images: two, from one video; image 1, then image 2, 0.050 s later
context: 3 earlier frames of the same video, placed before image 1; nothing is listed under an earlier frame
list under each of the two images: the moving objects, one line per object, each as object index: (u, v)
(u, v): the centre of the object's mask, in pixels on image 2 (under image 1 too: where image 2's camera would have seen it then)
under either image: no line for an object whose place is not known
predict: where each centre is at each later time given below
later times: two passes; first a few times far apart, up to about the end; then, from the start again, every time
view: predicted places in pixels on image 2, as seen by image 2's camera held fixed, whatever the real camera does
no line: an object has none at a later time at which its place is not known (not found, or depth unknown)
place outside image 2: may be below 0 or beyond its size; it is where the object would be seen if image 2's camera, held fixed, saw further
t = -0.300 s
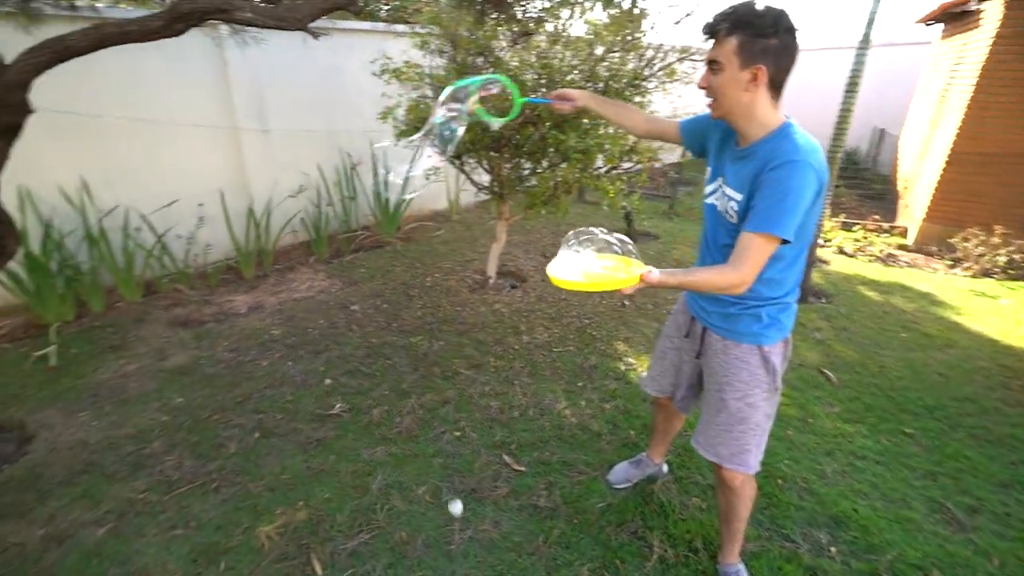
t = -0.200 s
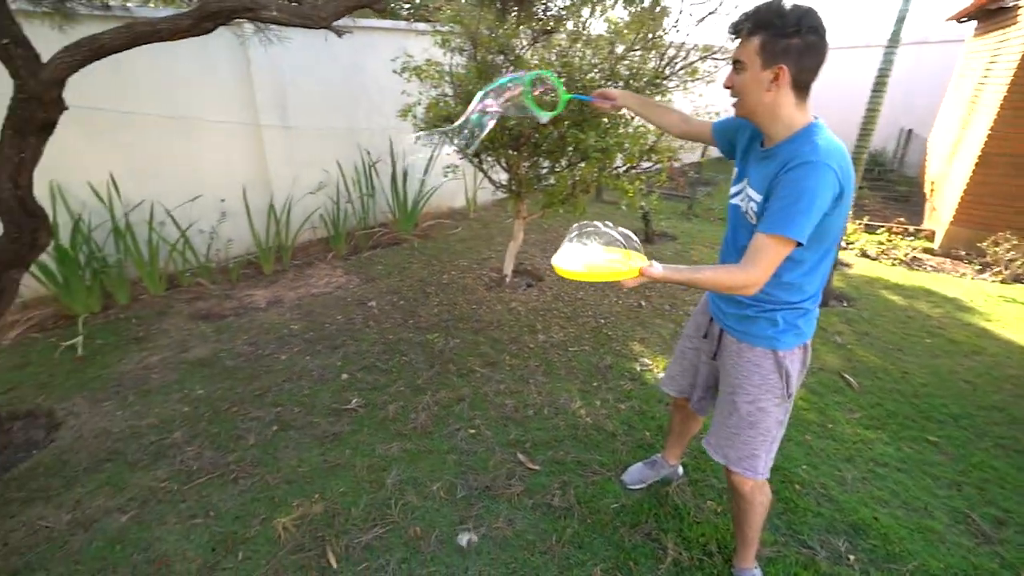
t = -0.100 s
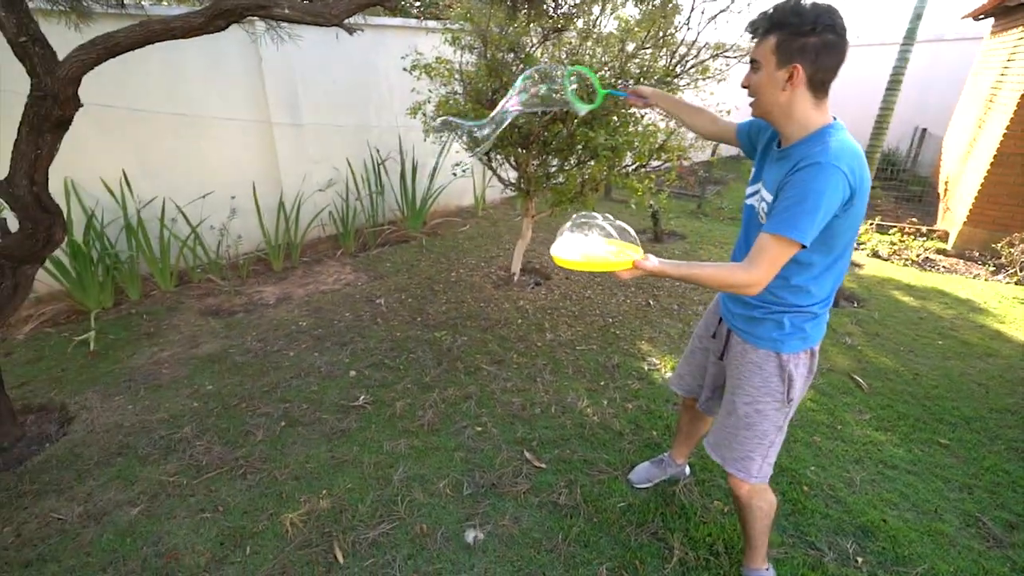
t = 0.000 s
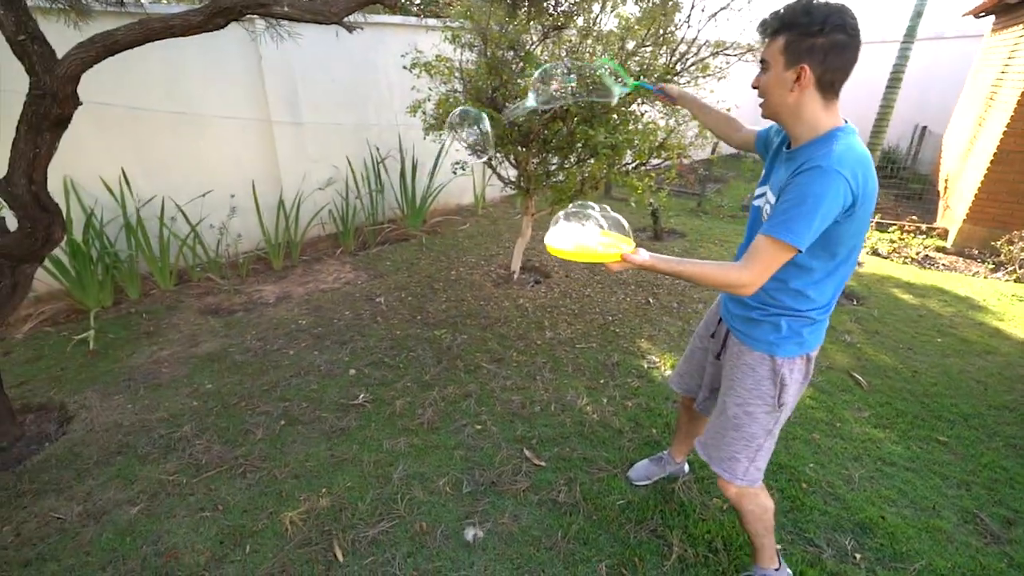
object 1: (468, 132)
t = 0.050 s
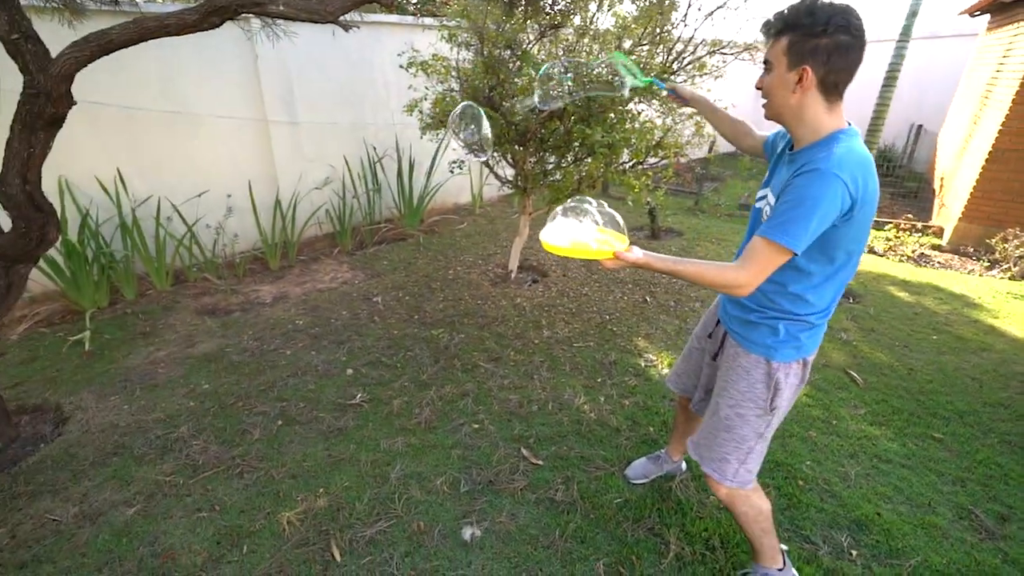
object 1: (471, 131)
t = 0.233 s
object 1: (486, 130)
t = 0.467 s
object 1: (501, 130)
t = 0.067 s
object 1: (473, 130)
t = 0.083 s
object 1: (474, 131)
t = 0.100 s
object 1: (475, 131)
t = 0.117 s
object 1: (476, 131)
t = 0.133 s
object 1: (477, 130)
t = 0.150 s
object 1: (479, 130)
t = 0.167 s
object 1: (480, 130)
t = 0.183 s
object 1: (482, 130)
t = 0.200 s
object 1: (483, 130)
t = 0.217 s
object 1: (484, 130)
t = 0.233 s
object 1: (486, 130)
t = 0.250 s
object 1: (487, 129)
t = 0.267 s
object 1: (488, 129)
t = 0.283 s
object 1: (489, 129)
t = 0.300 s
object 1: (490, 128)
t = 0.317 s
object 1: (491, 129)
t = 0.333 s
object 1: (493, 129)
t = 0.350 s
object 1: (495, 129)
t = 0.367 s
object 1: (496, 129)
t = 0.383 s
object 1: (497, 129)
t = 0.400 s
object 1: (498, 130)
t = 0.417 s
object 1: (499, 130)
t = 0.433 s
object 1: (499, 130)
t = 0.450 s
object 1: (500, 130)
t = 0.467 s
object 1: (501, 130)
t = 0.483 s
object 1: (502, 130)
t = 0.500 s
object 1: (503, 130)
